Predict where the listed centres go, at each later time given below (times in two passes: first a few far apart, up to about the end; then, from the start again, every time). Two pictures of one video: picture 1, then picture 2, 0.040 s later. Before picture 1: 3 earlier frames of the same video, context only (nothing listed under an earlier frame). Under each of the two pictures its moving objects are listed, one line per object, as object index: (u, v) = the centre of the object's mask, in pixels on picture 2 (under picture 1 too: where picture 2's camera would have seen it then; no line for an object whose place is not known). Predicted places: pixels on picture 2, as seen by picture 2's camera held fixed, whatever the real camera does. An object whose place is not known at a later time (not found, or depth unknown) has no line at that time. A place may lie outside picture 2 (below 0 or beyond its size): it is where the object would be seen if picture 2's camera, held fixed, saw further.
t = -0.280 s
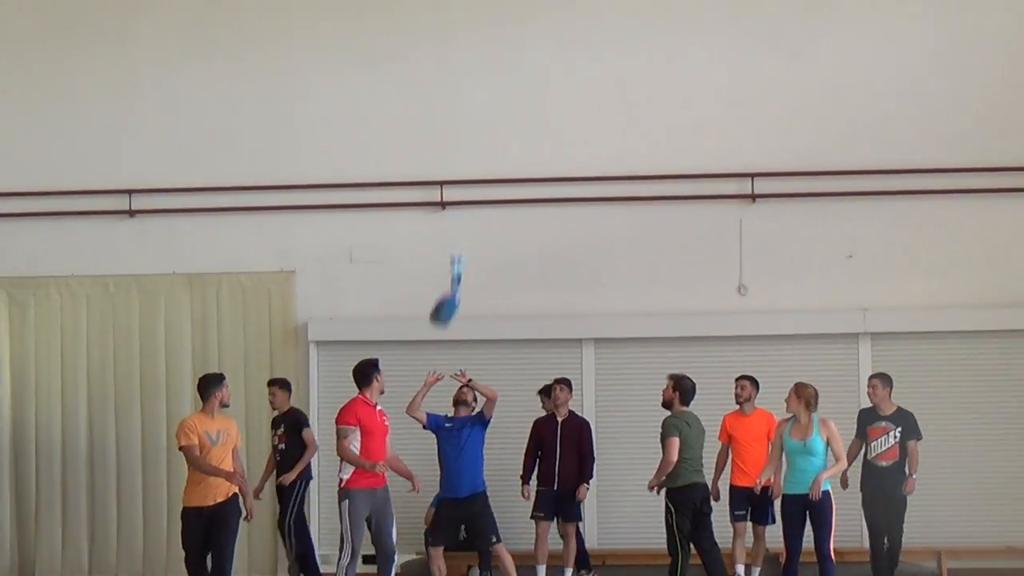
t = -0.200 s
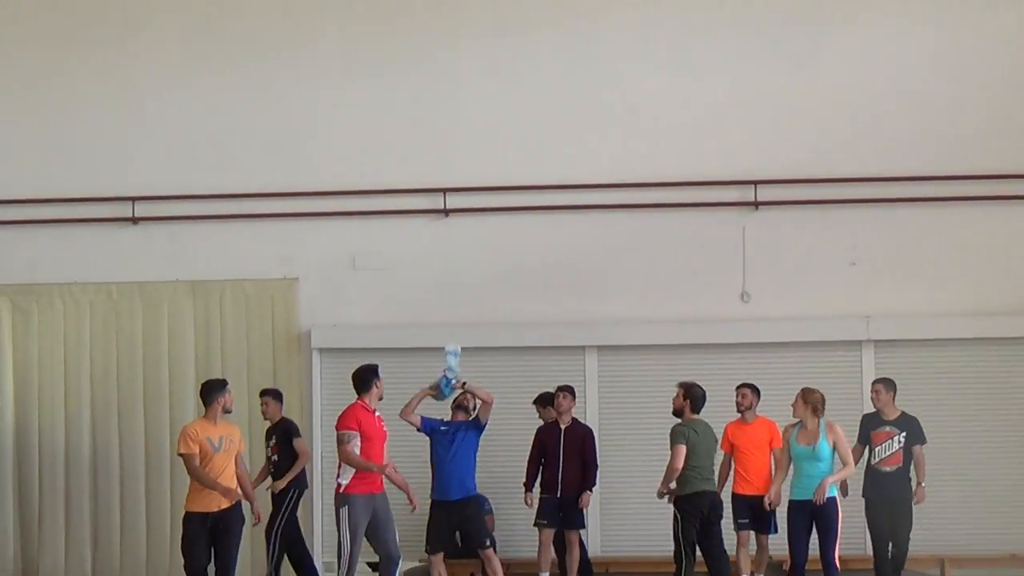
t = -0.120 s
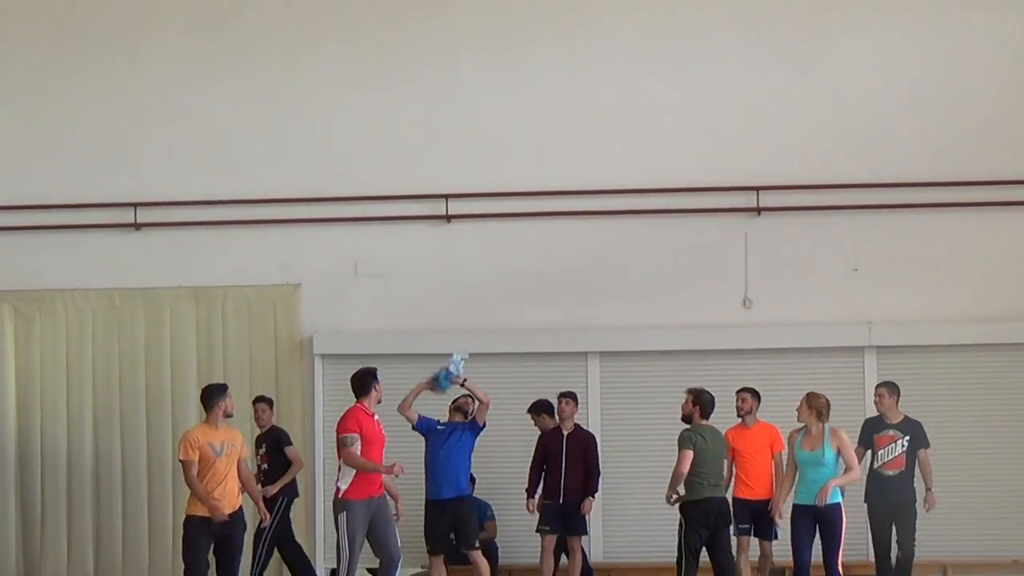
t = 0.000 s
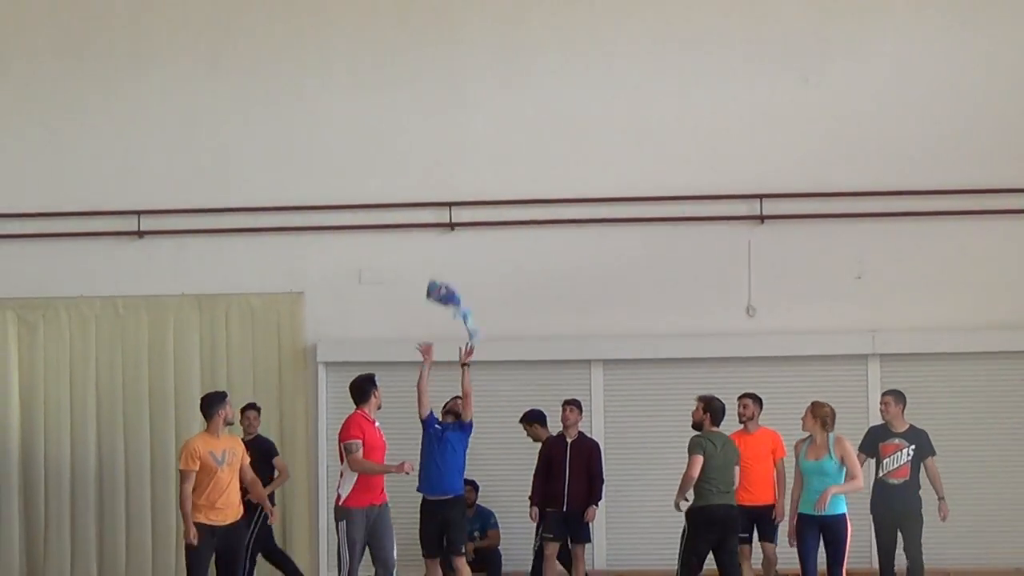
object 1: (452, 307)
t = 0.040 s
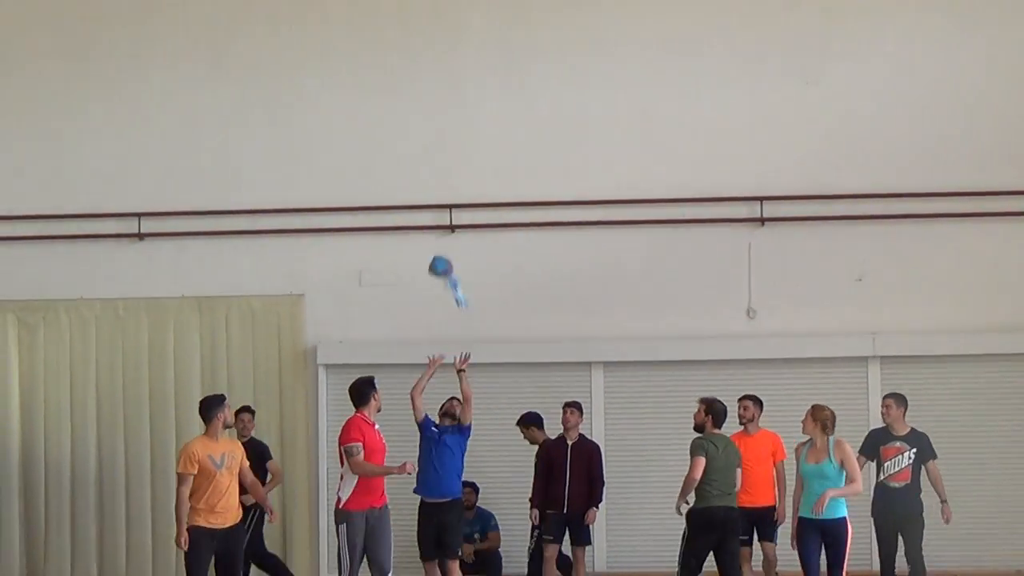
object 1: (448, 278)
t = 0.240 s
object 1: (429, 154)
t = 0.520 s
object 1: (445, 95)
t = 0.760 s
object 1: (435, 101)
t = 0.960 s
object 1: (457, 190)
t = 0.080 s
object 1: (442, 246)
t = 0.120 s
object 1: (436, 216)
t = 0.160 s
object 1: (433, 190)
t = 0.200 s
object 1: (430, 169)
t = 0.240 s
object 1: (429, 154)
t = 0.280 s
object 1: (434, 141)
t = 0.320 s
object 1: (442, 131)
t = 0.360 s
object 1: (447, 122)
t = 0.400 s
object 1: (451, 115)
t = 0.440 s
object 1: (451, 109)
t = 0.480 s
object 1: (450, 105)
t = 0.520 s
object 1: (445, 95)
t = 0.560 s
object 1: (439, 87)
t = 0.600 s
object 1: (437, 86)
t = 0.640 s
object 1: (434, 85)
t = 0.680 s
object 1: (432, 87)
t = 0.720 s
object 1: (432, 92)
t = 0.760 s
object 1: (435, 101)
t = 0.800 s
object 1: (439, 113)
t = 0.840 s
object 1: (444, 128)
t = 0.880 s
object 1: (448, 146)
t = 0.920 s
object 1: (452, 168)
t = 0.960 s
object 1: (457, 190)
